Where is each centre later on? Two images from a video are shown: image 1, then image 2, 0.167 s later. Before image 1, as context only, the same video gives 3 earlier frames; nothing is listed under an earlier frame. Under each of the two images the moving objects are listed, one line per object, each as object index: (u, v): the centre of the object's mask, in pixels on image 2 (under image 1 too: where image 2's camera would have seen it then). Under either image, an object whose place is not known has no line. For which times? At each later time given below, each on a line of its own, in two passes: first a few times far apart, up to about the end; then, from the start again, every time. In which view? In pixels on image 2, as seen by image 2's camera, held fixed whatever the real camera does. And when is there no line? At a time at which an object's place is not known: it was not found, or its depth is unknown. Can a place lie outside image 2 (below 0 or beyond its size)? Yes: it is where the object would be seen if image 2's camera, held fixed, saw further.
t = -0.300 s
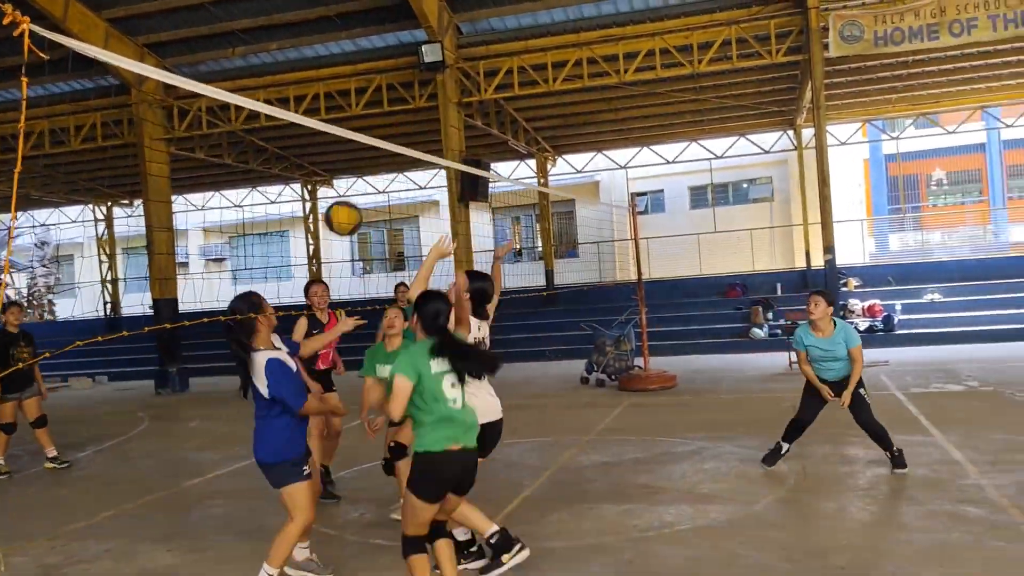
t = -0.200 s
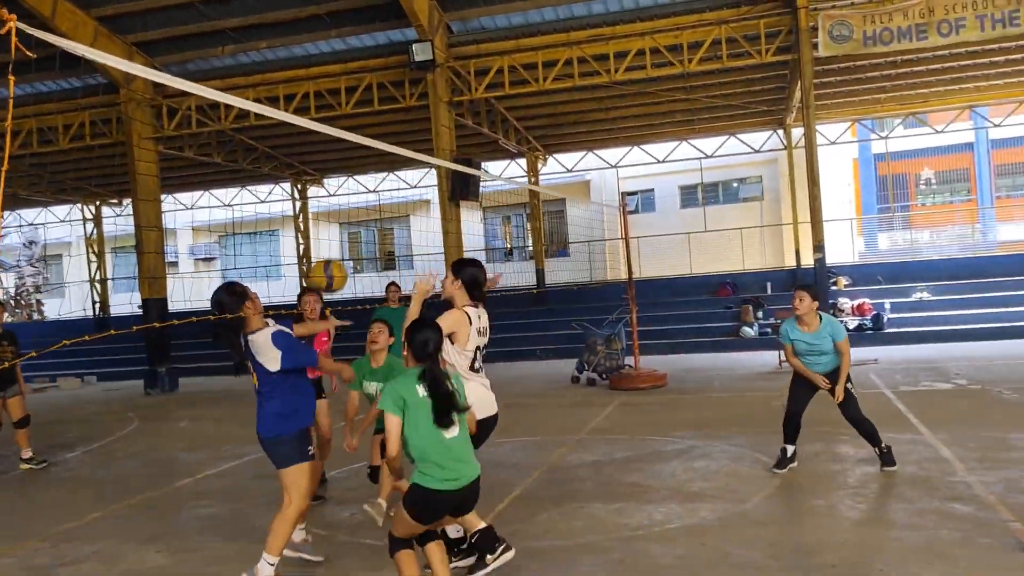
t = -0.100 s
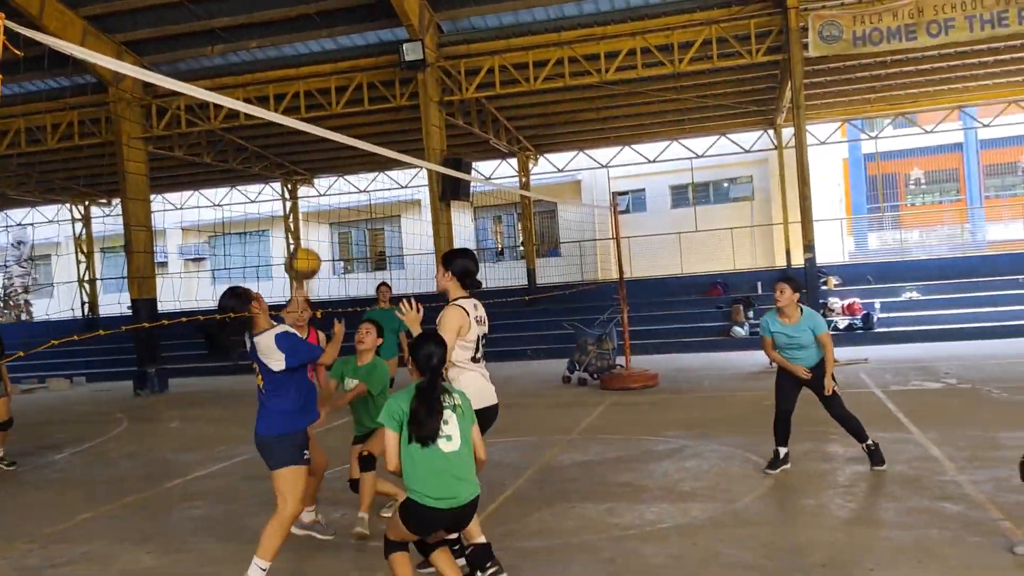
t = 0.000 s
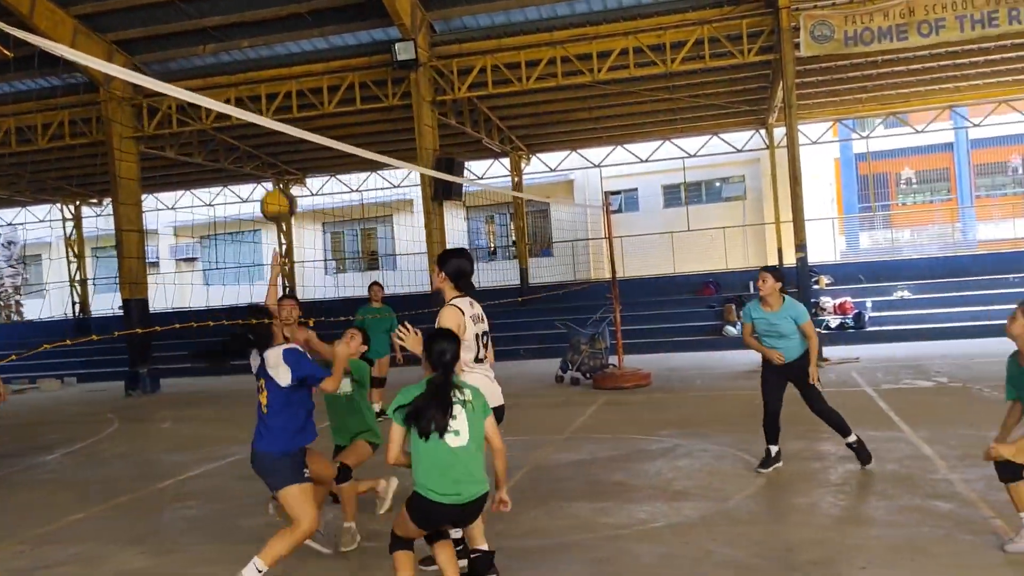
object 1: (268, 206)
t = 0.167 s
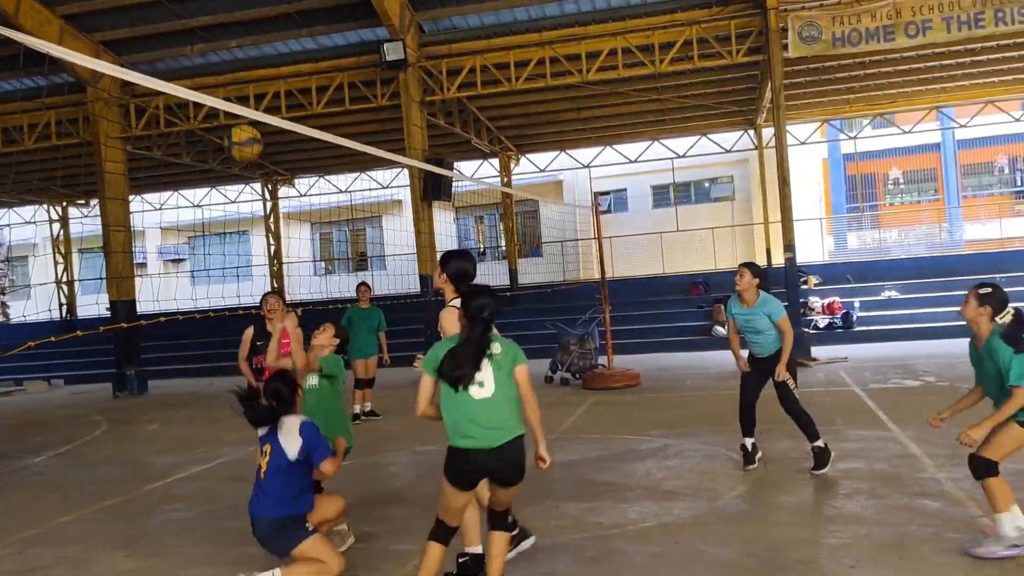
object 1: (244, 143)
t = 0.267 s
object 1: (231, 128)
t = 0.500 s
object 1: (207, 159)
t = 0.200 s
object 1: (239, 135)
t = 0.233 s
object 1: (234, 131)
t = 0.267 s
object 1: (231, 128)
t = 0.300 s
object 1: (227, 129)
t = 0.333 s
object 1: (223, 128)
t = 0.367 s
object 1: (220, 130)
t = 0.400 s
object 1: (217, 134)
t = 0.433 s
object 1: (214, 141)
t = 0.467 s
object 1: (210, 149)
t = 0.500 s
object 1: (207, 159)
